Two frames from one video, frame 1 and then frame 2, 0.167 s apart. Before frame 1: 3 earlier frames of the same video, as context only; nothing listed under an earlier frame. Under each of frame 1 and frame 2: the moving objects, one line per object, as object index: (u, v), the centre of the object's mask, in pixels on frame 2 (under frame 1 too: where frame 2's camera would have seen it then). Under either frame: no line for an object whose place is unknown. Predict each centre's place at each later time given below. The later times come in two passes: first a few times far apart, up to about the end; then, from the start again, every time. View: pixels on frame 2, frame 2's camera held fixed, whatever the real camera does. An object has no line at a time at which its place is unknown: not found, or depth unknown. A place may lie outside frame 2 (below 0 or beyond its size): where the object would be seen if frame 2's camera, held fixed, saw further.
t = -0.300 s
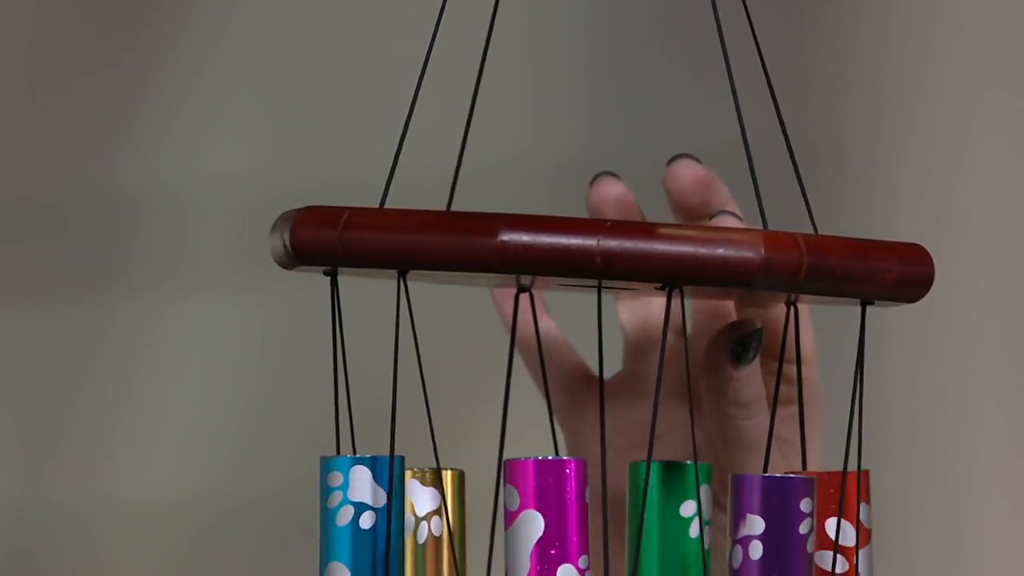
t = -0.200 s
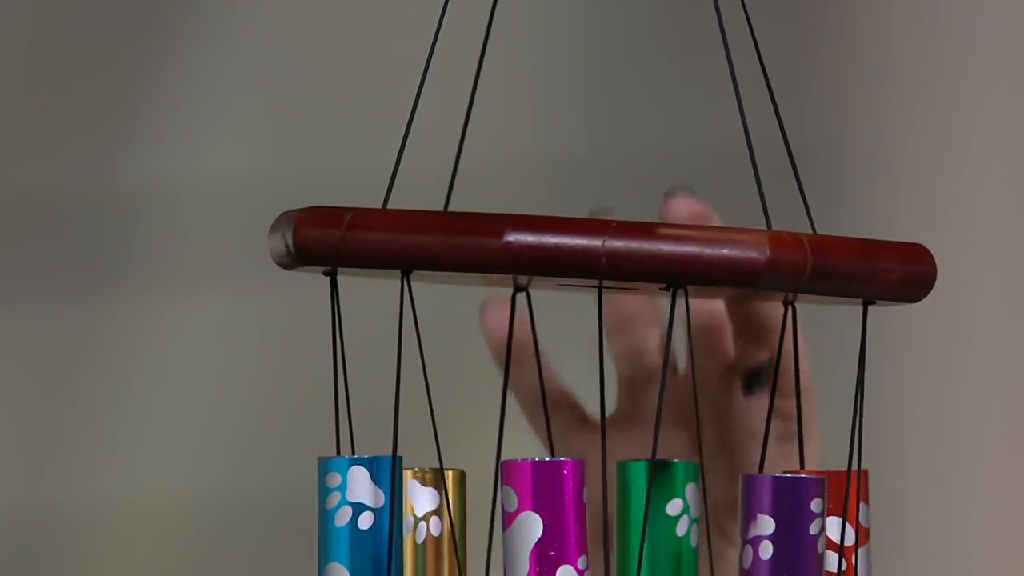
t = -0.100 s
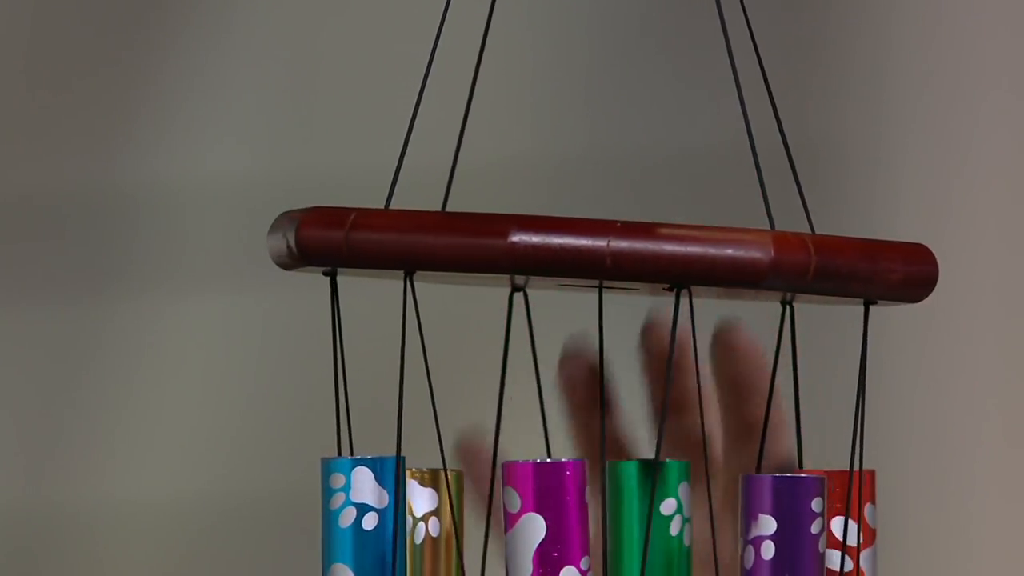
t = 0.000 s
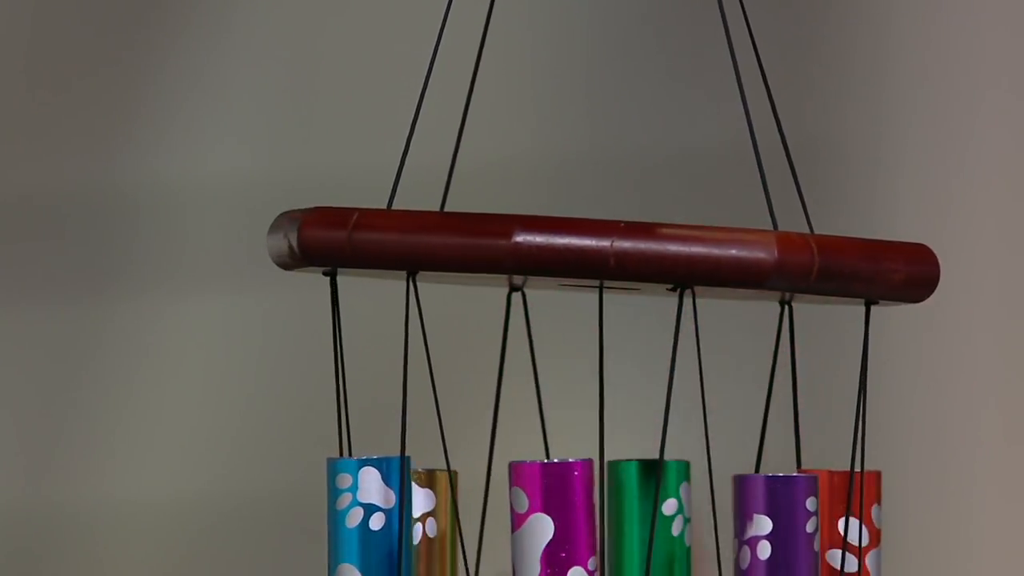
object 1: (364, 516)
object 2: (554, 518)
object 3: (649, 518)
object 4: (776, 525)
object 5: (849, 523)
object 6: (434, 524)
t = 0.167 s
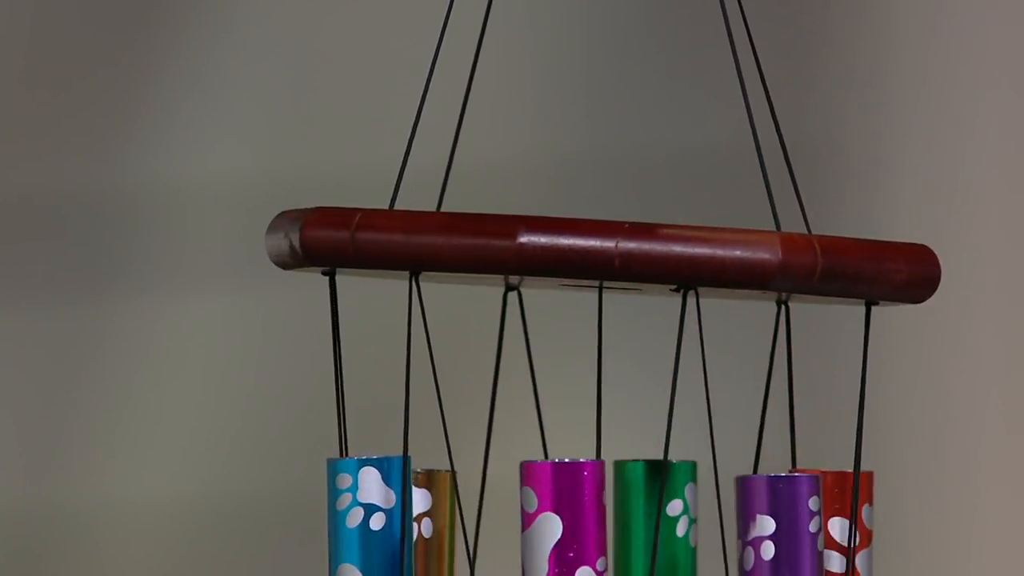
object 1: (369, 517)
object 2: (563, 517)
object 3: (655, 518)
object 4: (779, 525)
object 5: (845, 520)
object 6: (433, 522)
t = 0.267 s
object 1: (361, 516)
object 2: (561, 517)
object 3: (651, 518)
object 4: (787, 525)
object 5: (846, 520)
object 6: (431, 523)
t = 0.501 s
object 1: (360, 515)
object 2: (553, 517)
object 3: (639, 518)
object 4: (774, 525)
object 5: (841, 520)
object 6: (427, 521)
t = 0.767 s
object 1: (361, 516)
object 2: (567, 517)
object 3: (648, 518)
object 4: (793, 525)
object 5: (846, 521)
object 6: (431, 522)
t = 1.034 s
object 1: (371, 517)
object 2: (559, 518)
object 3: (645, 518)
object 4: (777, 525)
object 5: (849, 523)
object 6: (434, 522)
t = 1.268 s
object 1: (363, 516)
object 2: (559, 517)
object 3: (647, 518)
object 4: (786, 525)
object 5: (846, 520)
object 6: (432, 523)
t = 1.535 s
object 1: (359, 515)
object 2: (551, 516)
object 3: (655, 517)
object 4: (775, 524)
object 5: (844, 520)
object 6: (429, 524)
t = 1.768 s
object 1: (353, 515)
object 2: (549, 517)
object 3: (651, 517)
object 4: (776, 525)
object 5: (837, 520)
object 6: (425, 523)
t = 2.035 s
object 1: (360, 516)
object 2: (558, 518)
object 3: (660, 517)
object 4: (780, 526)
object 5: (857, 524)
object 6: (434, 526)
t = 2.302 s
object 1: (366, 516)
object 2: (553, 518)
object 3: (664, 517)
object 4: (784, 526)
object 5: (841, 521)
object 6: (434, 523)
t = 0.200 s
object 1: (363, 516)
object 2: (563, 517)
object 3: (654, 518)
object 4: (782, 525)
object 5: (845, 521)
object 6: (433, 522)
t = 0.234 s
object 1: (362, 516)
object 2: (563, 517)
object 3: (653, 518)
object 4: (785, 525)
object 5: (846, 520)
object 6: (432, 523)
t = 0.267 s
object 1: (361, 516)
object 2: (561, 517)
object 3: (651, 518)
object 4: (787, 525)
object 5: (846, 520)
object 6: (431, 523)
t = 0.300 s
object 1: (360, 515)
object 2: (560, 517)
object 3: (648, 517)
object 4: (788, 525)
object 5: (846, 519)
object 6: (430, 523)
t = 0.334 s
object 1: (359, 515)
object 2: (558, 517)
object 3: (645, 517)
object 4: (788, 525)
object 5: (846, 519)
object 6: (429, 523)
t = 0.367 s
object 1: (358, 515)
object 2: (556, 517)
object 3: (642, 517)
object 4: (786, 525)
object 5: (846, 519)
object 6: (429, 523)
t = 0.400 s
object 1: (358, 515)
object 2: (554, 517)
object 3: (640, 517)
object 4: (783, 525)
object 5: (845, 520)
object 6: (428, 522)
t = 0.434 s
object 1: (359, 515)
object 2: (553, 517)
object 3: (640, 517)
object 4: (780, 525)
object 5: (844, 520)
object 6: (427, 522)
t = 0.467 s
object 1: (360, 515)
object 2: (552, 517)
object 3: (639, 518)
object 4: (777, 525)
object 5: (842, 520)
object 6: (427, 521)
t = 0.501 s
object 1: (360, 515)
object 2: (553, 517)
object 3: (639, 518)
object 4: (774, 525)
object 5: (841, 520)
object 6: (427, 521)
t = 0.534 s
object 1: (361, 516)
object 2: (554, 517)
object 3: (639, 518)
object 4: (773, 525)
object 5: (841, 522)
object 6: (426, 521)
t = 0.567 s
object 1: (362, 516)
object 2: (555, 517)
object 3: (641, 518)
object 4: (773, 525)
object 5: (840, 522)
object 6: (426, 522)
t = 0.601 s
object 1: (362, 516)
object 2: (558, 517)
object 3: (641, 518)
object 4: (775, 525)
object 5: (840, 522)
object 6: (427, 522)
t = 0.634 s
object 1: (362, 516)
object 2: (560, 517)
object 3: (643, 518)
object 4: (778, 525)
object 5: (841, 522)
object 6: (428, 522)
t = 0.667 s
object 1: (362, 515)
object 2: (562, 517)
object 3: (644, 518)
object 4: (782, 525)
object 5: (841, 522)
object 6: (429, 522)
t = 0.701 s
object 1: (361, 516)
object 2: (565, 517)
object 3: (646, 518)
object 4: (787, 525)
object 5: (842, 522)
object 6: (430, 522)
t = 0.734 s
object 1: (361, 516)
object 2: (566, 517)
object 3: (647, 518)
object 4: (790, 525)
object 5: (844, 521)
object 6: (430, 523)
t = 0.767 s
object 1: (361, 516)
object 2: (567, 517)
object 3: (648, 518)
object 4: (793, 525)
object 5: (846, 521)
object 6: (431, 522)
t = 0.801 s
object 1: (361, 516)
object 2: (567, 517)
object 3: (648, 518)
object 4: (794, 525)
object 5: (847, 520)
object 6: (432, 523)
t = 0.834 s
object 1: (361, 516)
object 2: (567, 517)
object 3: (648, 517)
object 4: (794, 525)
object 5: (852, 521)
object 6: (432, 523)
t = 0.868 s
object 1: (363, 517)
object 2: (566, 517)
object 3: (647, 517)
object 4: (792, 525)
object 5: (851, 522)
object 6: (433, 523)
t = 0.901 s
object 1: (364, 517)
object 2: (564, 517)
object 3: (647, 517)
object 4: (790, 525)
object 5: (852, 522)
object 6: (433, 523)
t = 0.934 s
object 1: (363, 516)
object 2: (563, 517)
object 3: (646, 517)
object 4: (785, 525)
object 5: (851, 522)
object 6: (433, 522)
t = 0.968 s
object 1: (365, 516)
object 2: (561, 518)
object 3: (645, 518)
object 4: (782, 525)
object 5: (850, 522)
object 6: (433, 522)
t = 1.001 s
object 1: (366, 516)
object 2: (560, 518)
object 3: (645, 518)
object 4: (779, 525)
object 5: (849, 523)
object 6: (434, 522)
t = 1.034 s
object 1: (371, 517)
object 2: (559, 518)
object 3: (645, 518)
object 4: (777, 525)
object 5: (849, 523)
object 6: (434, 522)
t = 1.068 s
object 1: (368, 517)
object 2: (558, 518)
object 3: (645, 518)
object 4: (776, 525)
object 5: (843, 523)
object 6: (434, 522)
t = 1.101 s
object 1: (368, 517)
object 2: (558, 518)
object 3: (645, 518)
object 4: (777, 525)
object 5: (844, 523)
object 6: (434, 522)
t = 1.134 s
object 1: (368, 516)
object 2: (558, 518)
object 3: (645, 518)
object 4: (778, 525)
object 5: (843, 522)
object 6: (434, 522)
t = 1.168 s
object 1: (367, 516)
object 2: (558, 518)
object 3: (645, 518)
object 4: (780, 525)
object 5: (843, 522)
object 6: (434, 522)
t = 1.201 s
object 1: (366, 516)
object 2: (558, 517)
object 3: (645, 518)
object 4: (783, 525)
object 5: (843, 520)
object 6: (433, 522)
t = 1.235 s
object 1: (364, 516)
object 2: (559, 517)
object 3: (646, 518)
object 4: (785, 525)
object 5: (844, 520)
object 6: (432, 522)
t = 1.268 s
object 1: (363, 516)
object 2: (559, 517)
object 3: (647, 518)
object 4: (786, 525)
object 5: (846, 520)
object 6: (432, 523)
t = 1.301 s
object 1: (362, 516)
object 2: (560, 517)
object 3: (649, 518)
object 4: (787, 525)
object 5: (848, 520)
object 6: (431, 523)
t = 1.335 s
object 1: (360, 515)
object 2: (560, 517)
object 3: (652, 518)
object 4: (786, 524)
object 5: (849, 521)
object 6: (431, 524)
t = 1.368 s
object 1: (360, 516)
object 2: (560, 517)
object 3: (652, 517)
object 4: (785, 524)
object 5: (849, 520)
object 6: (430, 524)
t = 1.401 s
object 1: (359, 515)
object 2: (559, 517)
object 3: (657, 519)
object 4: (783, 524)
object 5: (848, 520)
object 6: (430, 524)
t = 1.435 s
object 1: (360, 516)
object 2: (558, 517)
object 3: (650, 518)
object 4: (780, 524)
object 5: (847, 520)
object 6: (429, 524)
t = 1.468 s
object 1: (359, 515)
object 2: (556, 517)
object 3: (648, 518)
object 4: (778, 524)
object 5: (846, 520)
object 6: (429, 524)
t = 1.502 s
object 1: (359, 515)
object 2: (553, 517)
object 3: (653, 518)
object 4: (776, 524)
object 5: (845, 520)
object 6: (429, 524)
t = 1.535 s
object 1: (359, 515)
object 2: (551, 516)
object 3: (655, 517)
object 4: (775, 524)
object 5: (844, 520)
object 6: (429, 524)
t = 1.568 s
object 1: (359, 515)
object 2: (549, 516)
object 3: (657, 518)
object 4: (774, 524)
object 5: (841, 520)
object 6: (428, 524)
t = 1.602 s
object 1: (359, 515)
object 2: (547, 516)
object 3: (656, 518)
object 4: (773, 524)
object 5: (838, 521)
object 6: (427, 523)
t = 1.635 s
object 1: (358, 515)
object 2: (546, 516)
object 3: (653, 517)
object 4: (773, 524)
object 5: (836, 520)
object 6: (426, 523)
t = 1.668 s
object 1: (357, 515)
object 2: (546, 516)
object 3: (650, 517)
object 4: (773, 525)
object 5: (835, 521)
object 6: (426, 523)
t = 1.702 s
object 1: (355, 515)
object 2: (546, 517)
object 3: (650, 518)
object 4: (774, 525)
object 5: (835, 521)
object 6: (425, 523)
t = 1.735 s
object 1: (354, 515)
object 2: (547, 516)
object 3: (650, 519)
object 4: (775, 525)
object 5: (836, 520)
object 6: (424, 524)
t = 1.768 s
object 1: (353, 515)
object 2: (549, 517)
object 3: (651, 517)
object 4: (776, 525)
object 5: (837, 520)
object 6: (425, 523)
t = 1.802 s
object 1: (352, 515)
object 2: (552, 517)
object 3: (646, 516)
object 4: (777, 525)
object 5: (839, 520)
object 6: (425, 524)
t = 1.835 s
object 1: (352, 515)
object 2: (554, 516)
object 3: (647, 516)
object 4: (778, 525)
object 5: (841, 521)
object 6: (426, 524)
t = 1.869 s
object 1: (353, 515)
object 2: (556, 517)
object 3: (648, 516)
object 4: (778, 525)
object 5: (849, 522)
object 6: (427, 524)
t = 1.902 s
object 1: (354, 515)
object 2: (557, 517)
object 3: (650, 515)
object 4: (778, 525)
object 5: (855, 522)
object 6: (429, 525)
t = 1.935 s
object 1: (355, 515)
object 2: (558, 517)
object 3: (651, 516)
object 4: (778, 525)
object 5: (859, 523)
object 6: (430, 525)
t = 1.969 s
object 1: (357, 515)
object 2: (559, 517)
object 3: (659, 517)
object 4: (779, 525)
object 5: (860, 523)
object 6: (432, 525)
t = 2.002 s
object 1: (359, 515)
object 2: (559, 517)
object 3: (659, 517)
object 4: (779, 525)
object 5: (860, 523)
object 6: (434, 525)
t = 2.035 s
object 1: (360, 516)
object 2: (558, 518)
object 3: (660, 517)
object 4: (780, 526)
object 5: (857, 524)
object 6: (434, 526)
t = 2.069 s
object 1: (369, 517)
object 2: (557, 518)
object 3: (660, 518)
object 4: (782, 526)
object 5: (853, 523)
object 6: (436, 526)
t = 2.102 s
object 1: (364, 516)
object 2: (556, 518)
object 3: (660, 518)
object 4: (784, 526)
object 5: (849, 522)
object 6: (436, 526)
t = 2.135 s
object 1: (366, 517)
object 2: (555, 519)
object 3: (660, 518)
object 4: (786, 527)
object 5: (840, 518)
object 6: (438, 526)
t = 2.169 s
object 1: (367, 516)
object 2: (555, 518)
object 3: (654, 517)
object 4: (788, 527)
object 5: (838, 518)
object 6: (438, 526)
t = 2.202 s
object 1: (367, 517)
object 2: (554, 519)
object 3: (653, 518)
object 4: (788, 527)
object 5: (837, 515)
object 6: (438, 526)
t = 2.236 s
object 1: (369, 517)
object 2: (554, 518)
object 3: (661, 516)
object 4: (789, 526)
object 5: (834, 509)
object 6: (438, 525)
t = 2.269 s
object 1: (367, 516)
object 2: (553, 518)
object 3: (663, 517)
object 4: (787, 526)
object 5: (834, 511)
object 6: (436, 524)
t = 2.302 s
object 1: (366, 516)
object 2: (553, 518)
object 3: (664, 517)
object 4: (784, 526)
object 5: (841, 521)
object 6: (434, 523)
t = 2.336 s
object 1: (365, 516)
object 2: (554, 518)
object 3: (663, 517)
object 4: (780, 525)
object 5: (844, 521)
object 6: (432, 522)
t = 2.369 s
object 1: (363, 516)
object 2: (555, 518)
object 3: (659, 517)
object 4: (776, 525)
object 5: (845, 521)
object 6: (430, 523)
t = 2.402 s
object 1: (361, 516)
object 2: (556, 517)
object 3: (658, 517)
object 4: (772, 525)
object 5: (850, 522)
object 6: (430, 523)
